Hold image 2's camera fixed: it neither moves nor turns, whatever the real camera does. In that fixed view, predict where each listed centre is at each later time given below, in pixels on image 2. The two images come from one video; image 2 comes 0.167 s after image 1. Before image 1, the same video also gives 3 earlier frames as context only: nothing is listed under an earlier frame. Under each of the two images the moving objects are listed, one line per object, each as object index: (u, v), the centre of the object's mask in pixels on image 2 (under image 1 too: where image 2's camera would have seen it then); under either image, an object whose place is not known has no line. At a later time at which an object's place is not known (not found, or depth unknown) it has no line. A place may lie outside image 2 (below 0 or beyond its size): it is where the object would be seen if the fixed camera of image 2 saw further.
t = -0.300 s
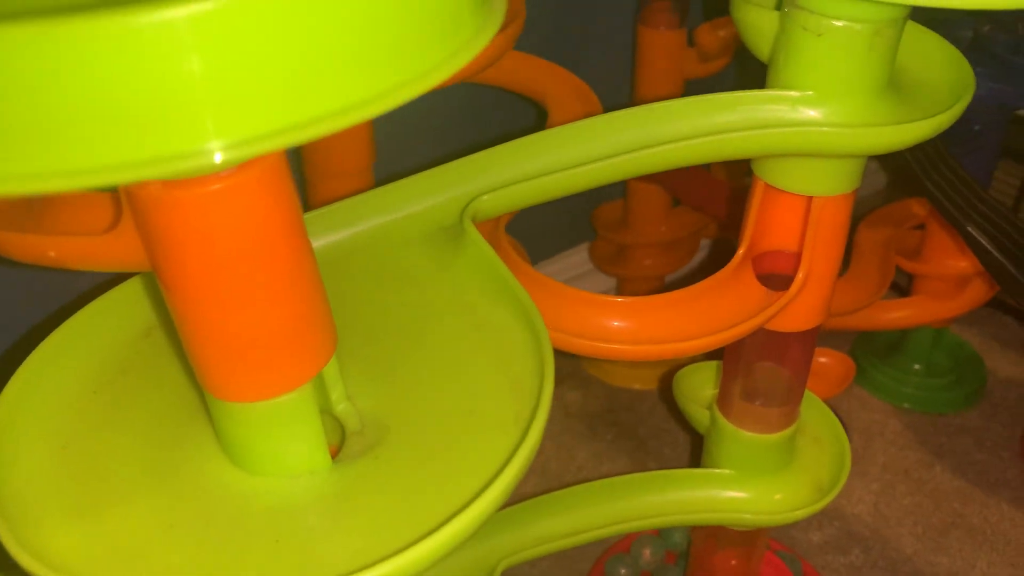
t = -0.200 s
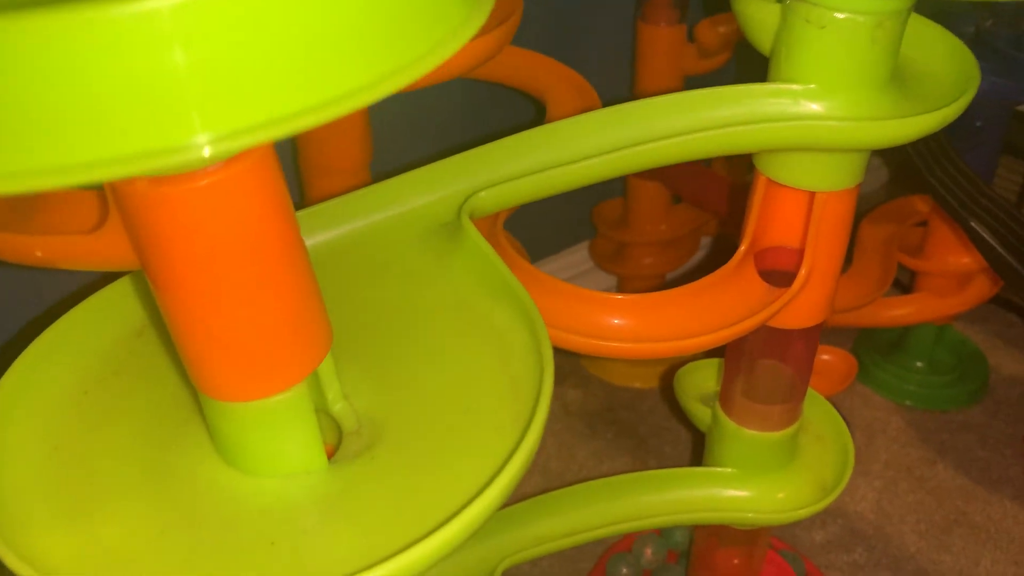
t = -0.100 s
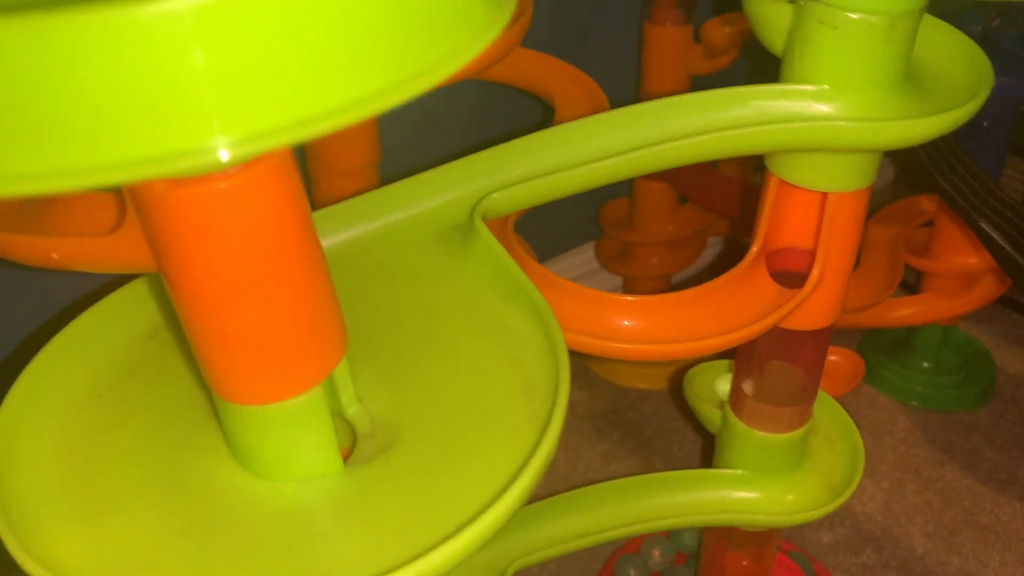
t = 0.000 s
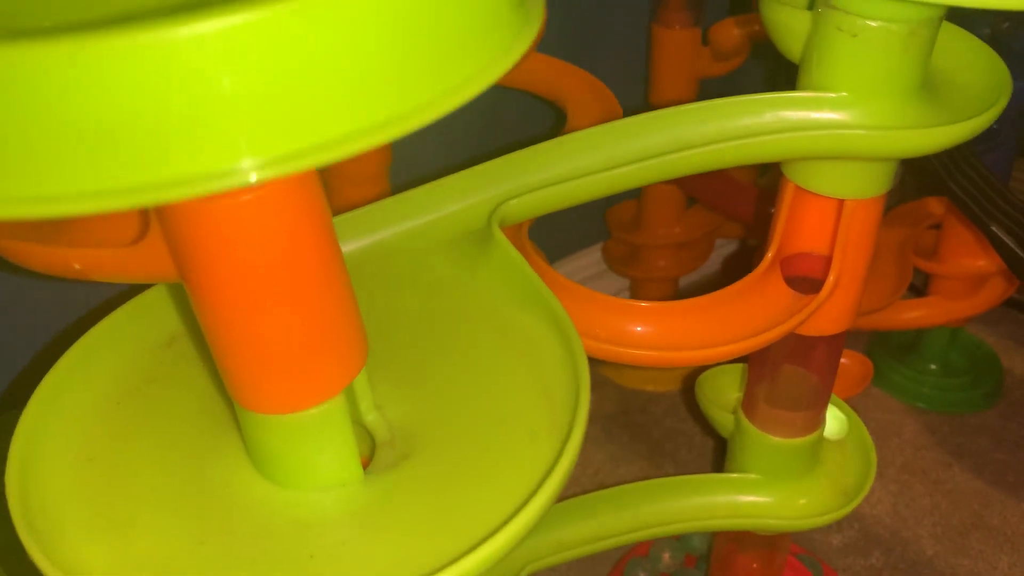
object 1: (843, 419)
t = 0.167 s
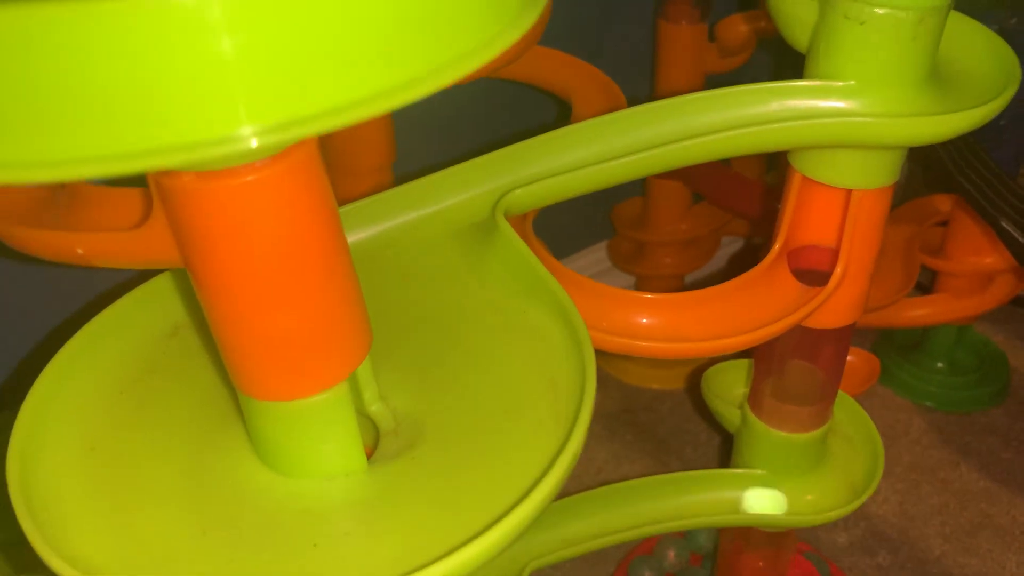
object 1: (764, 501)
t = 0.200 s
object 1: (722, 499)
